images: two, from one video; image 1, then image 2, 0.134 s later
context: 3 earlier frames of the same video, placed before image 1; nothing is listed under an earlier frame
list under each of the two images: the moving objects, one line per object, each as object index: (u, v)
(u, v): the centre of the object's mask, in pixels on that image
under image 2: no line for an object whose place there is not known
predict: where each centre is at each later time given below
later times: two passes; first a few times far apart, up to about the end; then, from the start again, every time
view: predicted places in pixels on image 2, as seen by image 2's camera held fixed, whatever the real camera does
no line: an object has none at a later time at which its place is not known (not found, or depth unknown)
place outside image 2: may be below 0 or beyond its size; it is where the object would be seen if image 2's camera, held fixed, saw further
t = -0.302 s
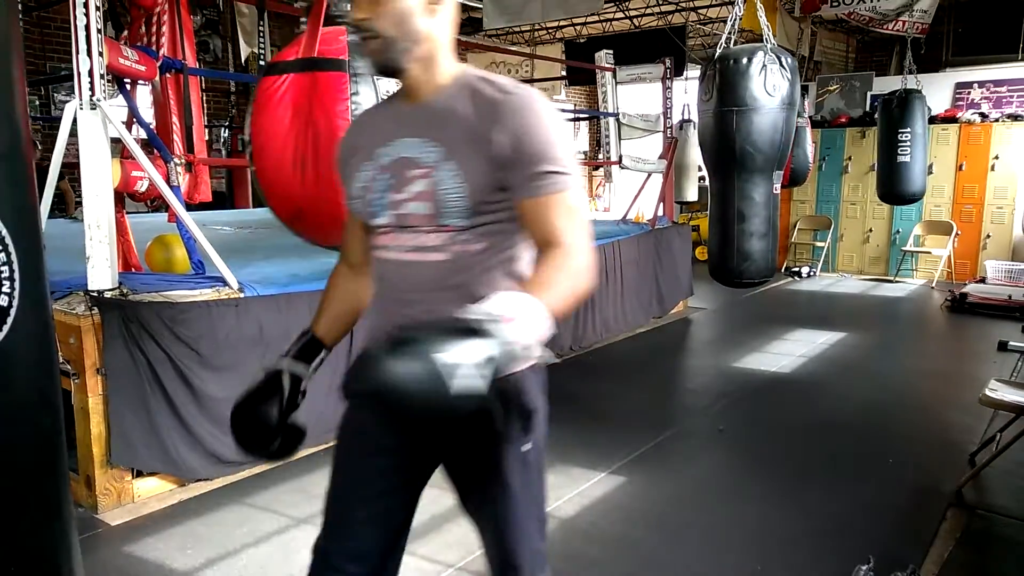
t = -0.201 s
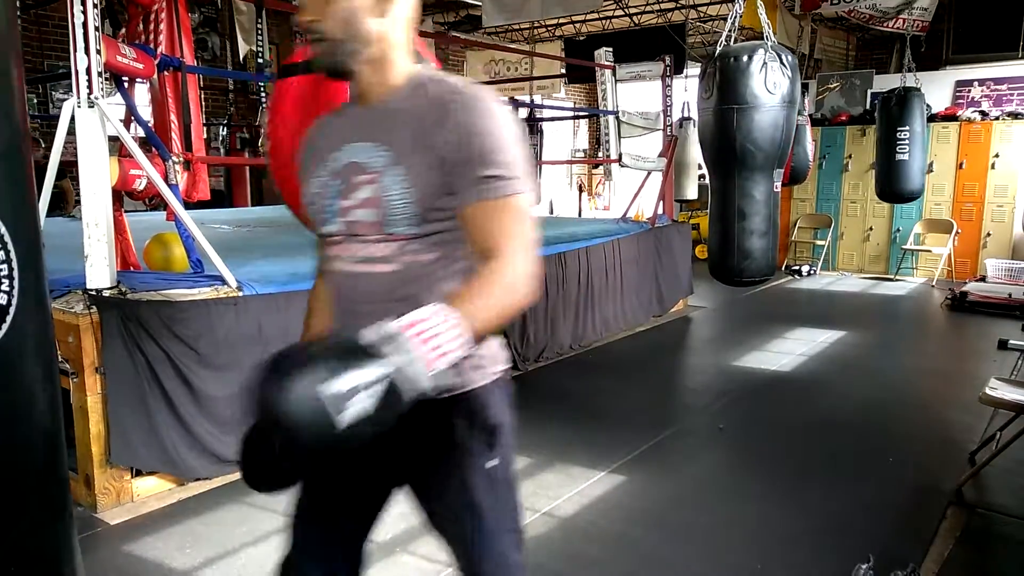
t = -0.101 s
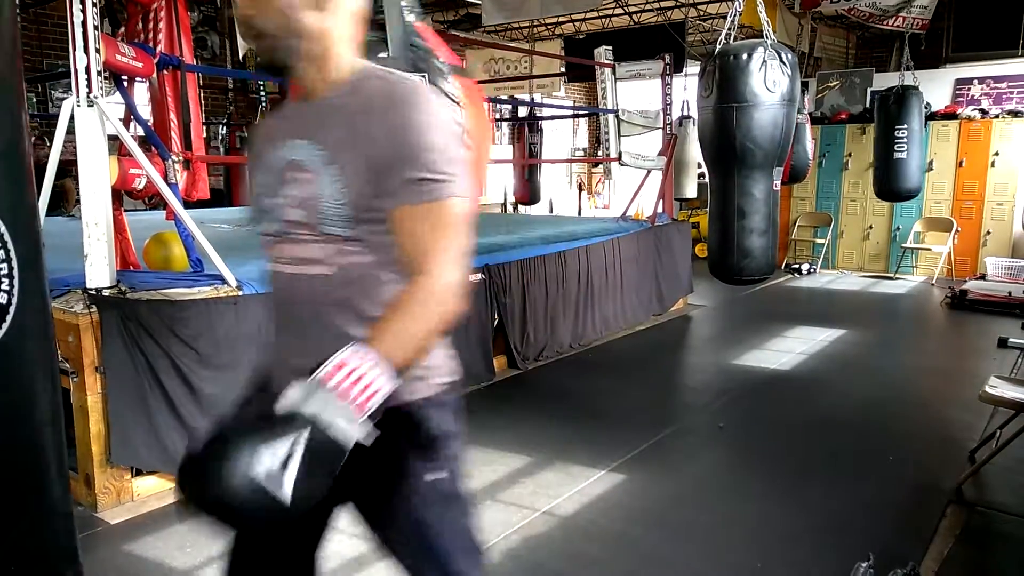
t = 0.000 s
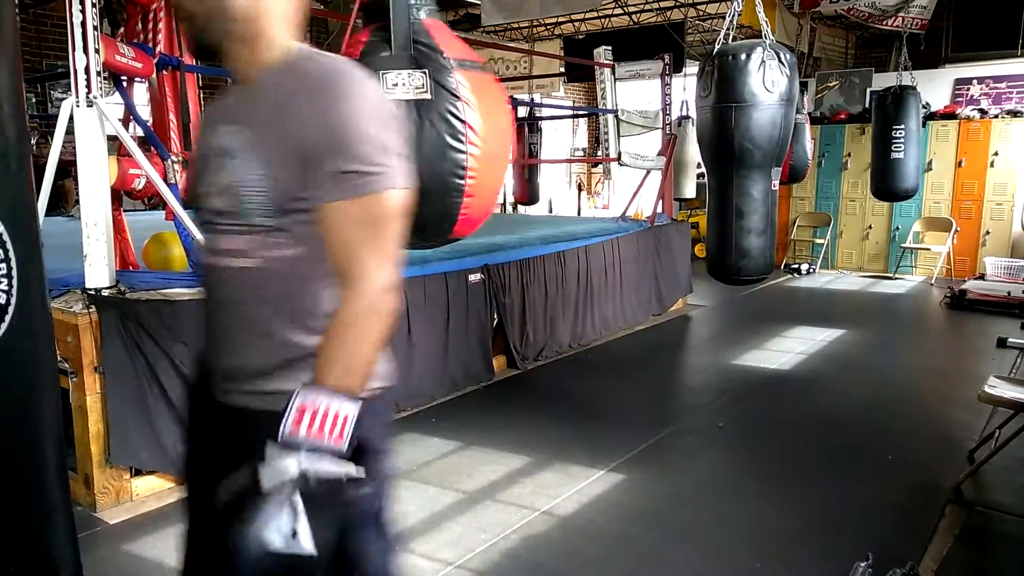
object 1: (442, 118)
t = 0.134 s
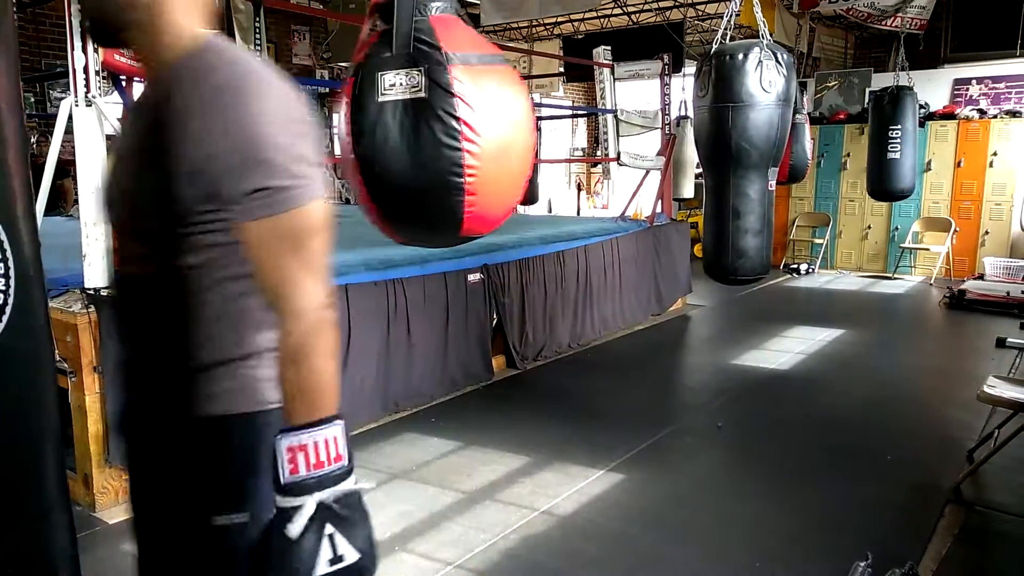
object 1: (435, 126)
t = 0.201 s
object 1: (442, 125)
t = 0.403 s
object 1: (458, 124)
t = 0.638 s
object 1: (462, 125)
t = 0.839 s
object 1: (442, 128)
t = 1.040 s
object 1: (410, 129)
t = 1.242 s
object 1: (360, 129)
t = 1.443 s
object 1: (327, 132)
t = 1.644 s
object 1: (287, 125)
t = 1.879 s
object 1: (264, 130)
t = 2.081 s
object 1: (254, 129)
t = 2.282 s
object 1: (272, 131)
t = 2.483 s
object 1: (301, 132)
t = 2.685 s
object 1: (337, 135)
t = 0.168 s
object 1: (439, 126)
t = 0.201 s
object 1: (442, 125)
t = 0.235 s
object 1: (445, 125)
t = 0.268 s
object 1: (448, 126)
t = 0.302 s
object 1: (450, 126)
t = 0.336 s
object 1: (452, 126)
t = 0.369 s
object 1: (455, 126)
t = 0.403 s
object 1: (458, 124)
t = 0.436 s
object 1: (460, 125)
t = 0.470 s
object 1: (461, 124)
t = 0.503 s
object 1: (463, 123)
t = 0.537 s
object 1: (463, 124)
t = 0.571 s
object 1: (463, 124)
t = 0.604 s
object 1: (463, 124)
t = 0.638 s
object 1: (462, 125)
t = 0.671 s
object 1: (461, 125)
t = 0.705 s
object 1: (457, 126)
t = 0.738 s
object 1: (453, 127)
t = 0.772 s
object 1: (449, 128)
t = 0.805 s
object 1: (446, 129)
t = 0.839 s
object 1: (442, 128)
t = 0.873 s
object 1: (438, 128)
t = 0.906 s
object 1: (433, 130)
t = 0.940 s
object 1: (428, 130)
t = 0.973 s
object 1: (422, 130)
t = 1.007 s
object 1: (416, 131)
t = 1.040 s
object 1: (410, 129)
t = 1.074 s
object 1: (404, 129)
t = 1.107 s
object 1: (397, 129)
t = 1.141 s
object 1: (389, 129)
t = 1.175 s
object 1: (379, 127)
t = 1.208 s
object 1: (368, 128)
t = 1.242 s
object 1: (360, 129)
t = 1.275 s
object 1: (356, 131)
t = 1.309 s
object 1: (349, 131)
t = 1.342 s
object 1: (344, 133)
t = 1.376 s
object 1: (338, 130)
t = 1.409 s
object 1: (333, 131)
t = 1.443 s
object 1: (327, 132)
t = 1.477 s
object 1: (320, 129)
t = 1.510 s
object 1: (315, 128)
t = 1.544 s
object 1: (308, 127)
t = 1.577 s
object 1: (301, 127)
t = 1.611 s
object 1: (293, 126)
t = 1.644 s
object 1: (287, 125)
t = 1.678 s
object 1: (283, 127)
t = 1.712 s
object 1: (279, 126)
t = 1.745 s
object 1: (275, 125)
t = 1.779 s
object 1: (272, 125)
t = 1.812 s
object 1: (268, 127)
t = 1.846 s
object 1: (265, 131)
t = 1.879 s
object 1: (264, 130)
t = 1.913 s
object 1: (262, 128)
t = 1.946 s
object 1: (261, 128)
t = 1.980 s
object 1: (259, 129)
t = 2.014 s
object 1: (256, 129)
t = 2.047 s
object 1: (255, 130)
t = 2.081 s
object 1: (254, 129)
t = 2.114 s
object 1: (256, 129)
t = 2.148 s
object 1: (258, 129)
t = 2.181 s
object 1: (261, 130)
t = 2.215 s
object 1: (264, 131)
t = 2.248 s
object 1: (267, 131)
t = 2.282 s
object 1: (272, 131)
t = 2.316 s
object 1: (276, 131)
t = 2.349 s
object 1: (281, 131)
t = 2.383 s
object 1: (286, 132)
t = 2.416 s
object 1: (293, 133)
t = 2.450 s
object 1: (297, 131)
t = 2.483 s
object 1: (301, 132)
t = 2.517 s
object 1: (305, 131)
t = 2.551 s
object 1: (311, 133)
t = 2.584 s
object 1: (316, 134)
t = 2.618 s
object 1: (323, 133)
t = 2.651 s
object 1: (329, 134)
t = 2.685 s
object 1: (337, 135)
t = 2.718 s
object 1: (344, 134)
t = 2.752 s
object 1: (349, 133)
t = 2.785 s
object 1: (356, 131)
